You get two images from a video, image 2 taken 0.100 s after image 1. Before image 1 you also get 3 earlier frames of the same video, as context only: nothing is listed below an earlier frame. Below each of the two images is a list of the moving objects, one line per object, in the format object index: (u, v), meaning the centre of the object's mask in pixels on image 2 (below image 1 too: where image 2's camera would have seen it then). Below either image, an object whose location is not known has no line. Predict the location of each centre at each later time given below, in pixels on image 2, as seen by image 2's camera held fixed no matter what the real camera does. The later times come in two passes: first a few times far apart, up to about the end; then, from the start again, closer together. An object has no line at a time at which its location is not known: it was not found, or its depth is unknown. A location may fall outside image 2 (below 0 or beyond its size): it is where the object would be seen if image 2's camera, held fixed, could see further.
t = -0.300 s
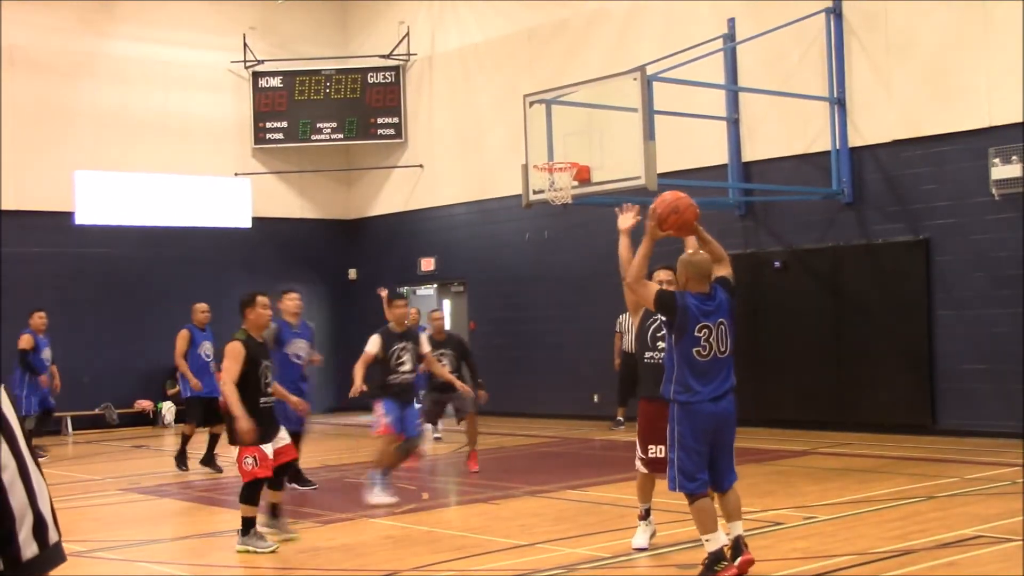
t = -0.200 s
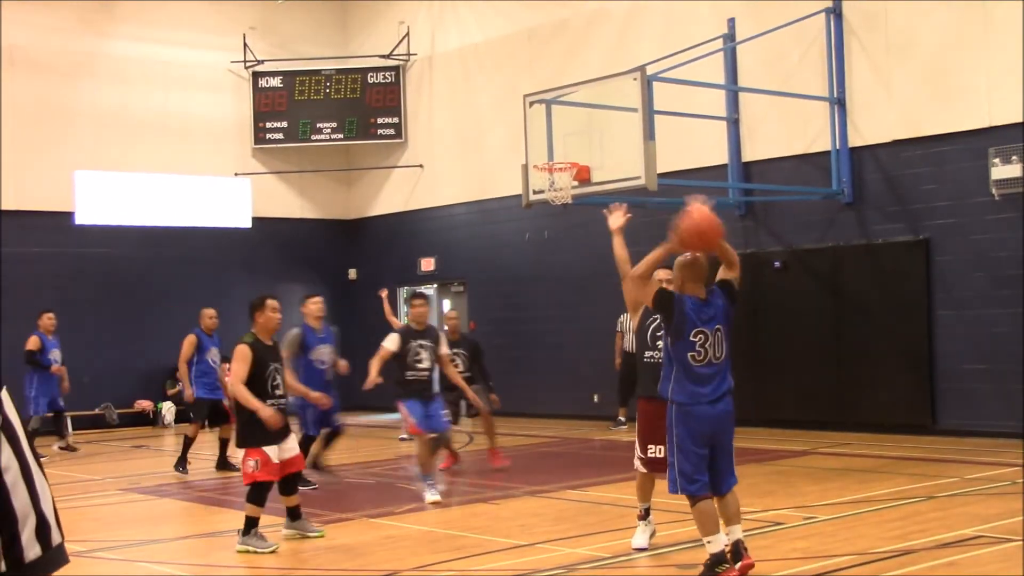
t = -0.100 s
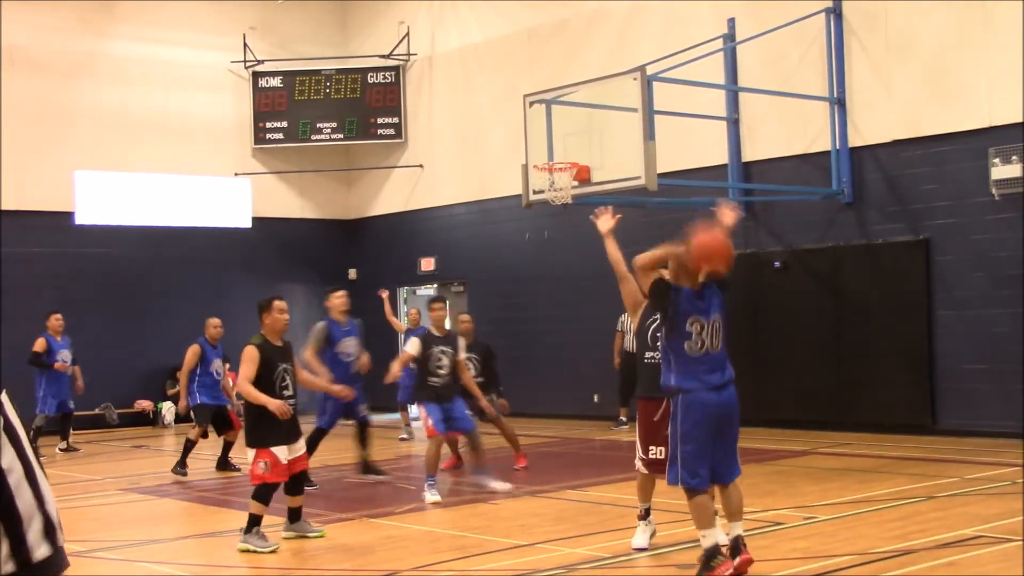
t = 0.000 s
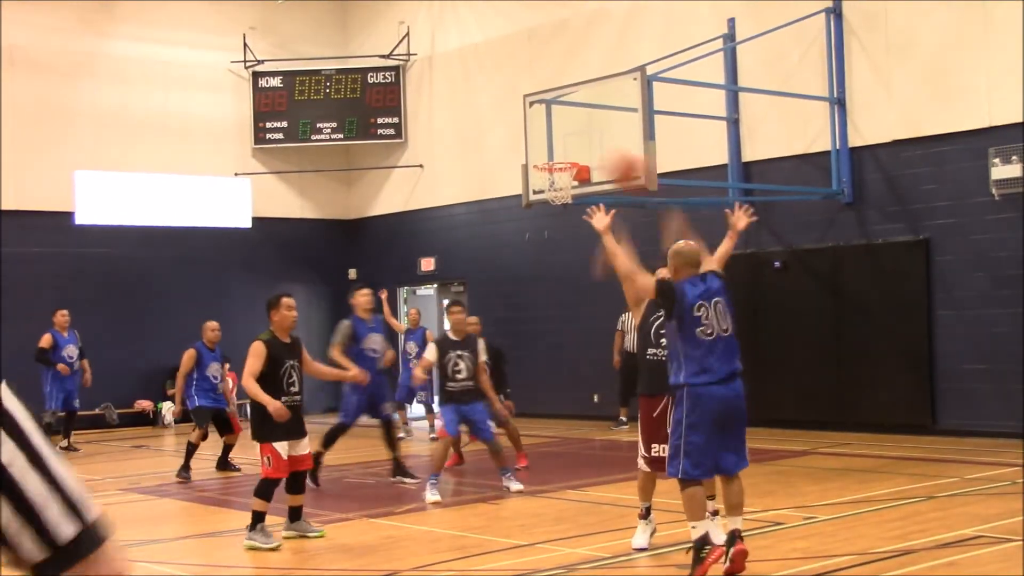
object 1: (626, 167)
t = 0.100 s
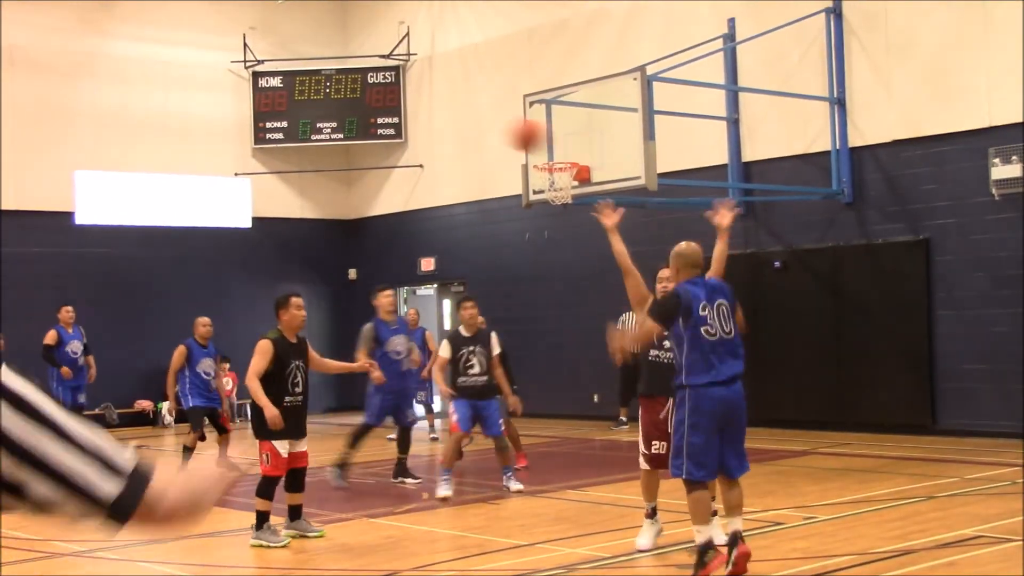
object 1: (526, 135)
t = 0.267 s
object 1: (405, 122)
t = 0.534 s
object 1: (282, 170)
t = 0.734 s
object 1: (221, 238)
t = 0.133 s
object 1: (499, 128)
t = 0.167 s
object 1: (474, 124)
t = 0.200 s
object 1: (450, 122)
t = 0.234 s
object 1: (426, 121)
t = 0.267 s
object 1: (405, 122)
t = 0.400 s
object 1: (337, 137)
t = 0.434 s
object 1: (320, 145)
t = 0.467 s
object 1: (307, 153)
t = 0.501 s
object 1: (293, 161)
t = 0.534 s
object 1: (282, 170)
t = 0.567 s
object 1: (270, 180)
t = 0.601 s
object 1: (259, 190)
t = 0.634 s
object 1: (250, 202)
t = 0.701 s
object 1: (230, 227)
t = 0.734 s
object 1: (221, 238)
